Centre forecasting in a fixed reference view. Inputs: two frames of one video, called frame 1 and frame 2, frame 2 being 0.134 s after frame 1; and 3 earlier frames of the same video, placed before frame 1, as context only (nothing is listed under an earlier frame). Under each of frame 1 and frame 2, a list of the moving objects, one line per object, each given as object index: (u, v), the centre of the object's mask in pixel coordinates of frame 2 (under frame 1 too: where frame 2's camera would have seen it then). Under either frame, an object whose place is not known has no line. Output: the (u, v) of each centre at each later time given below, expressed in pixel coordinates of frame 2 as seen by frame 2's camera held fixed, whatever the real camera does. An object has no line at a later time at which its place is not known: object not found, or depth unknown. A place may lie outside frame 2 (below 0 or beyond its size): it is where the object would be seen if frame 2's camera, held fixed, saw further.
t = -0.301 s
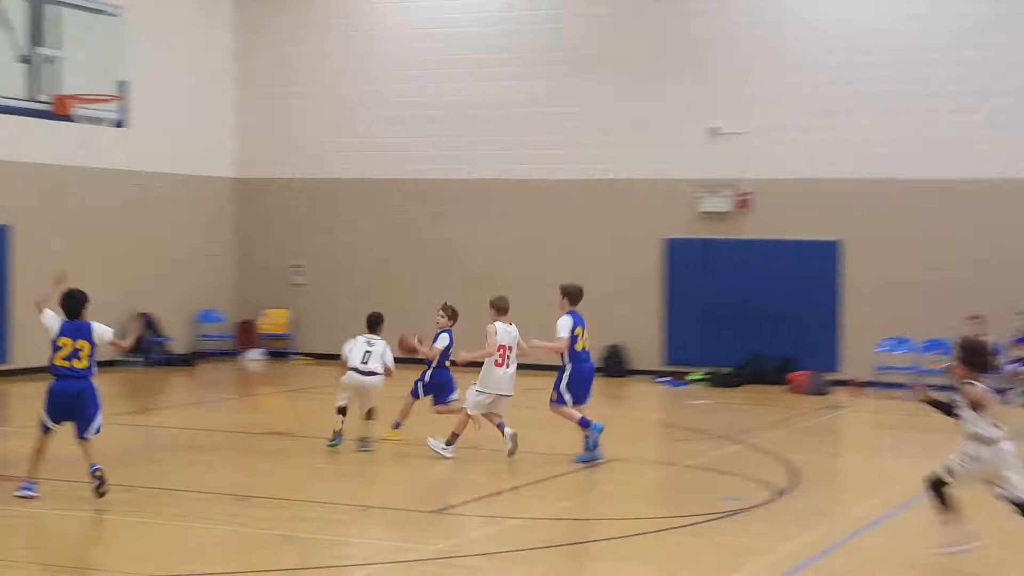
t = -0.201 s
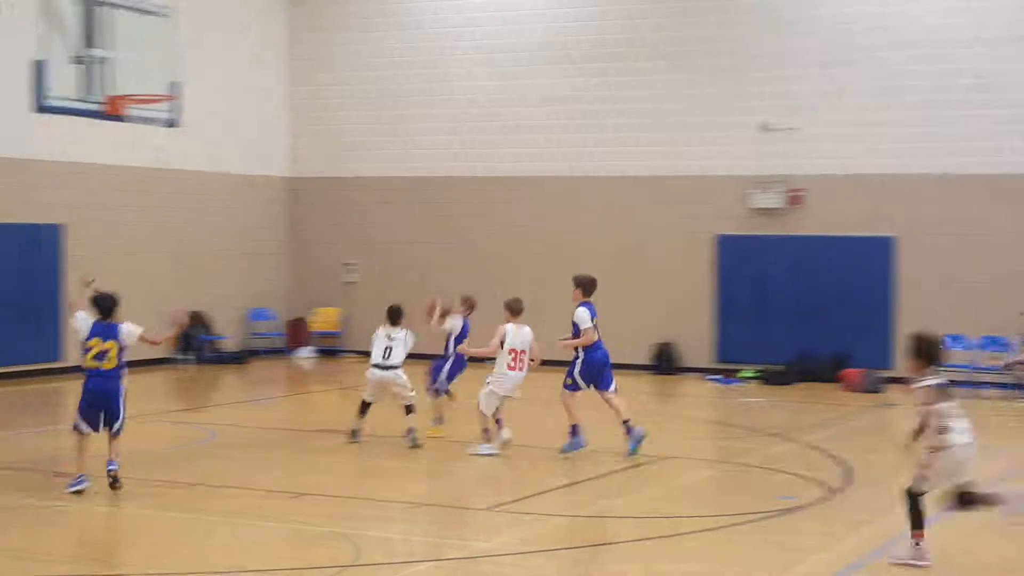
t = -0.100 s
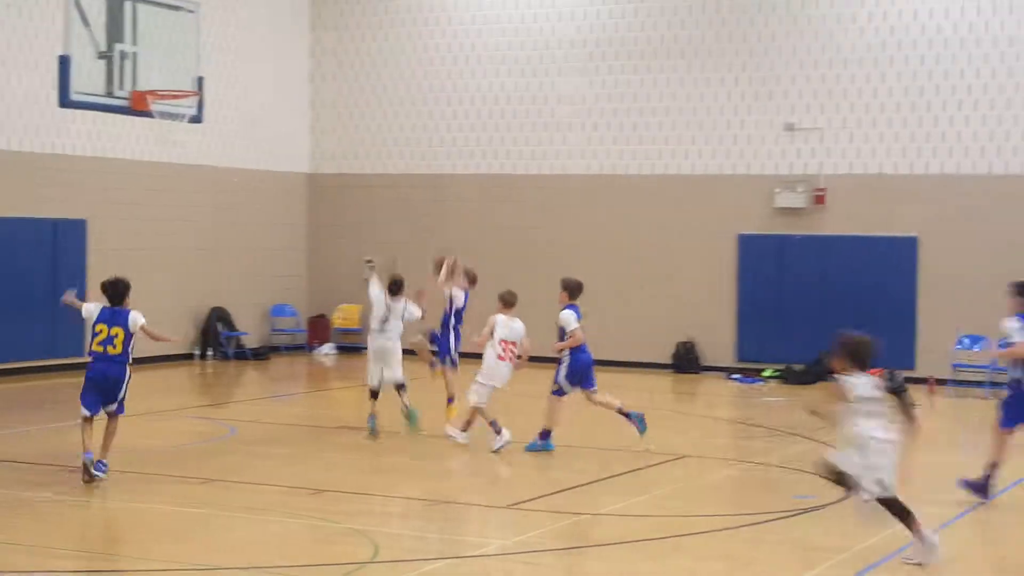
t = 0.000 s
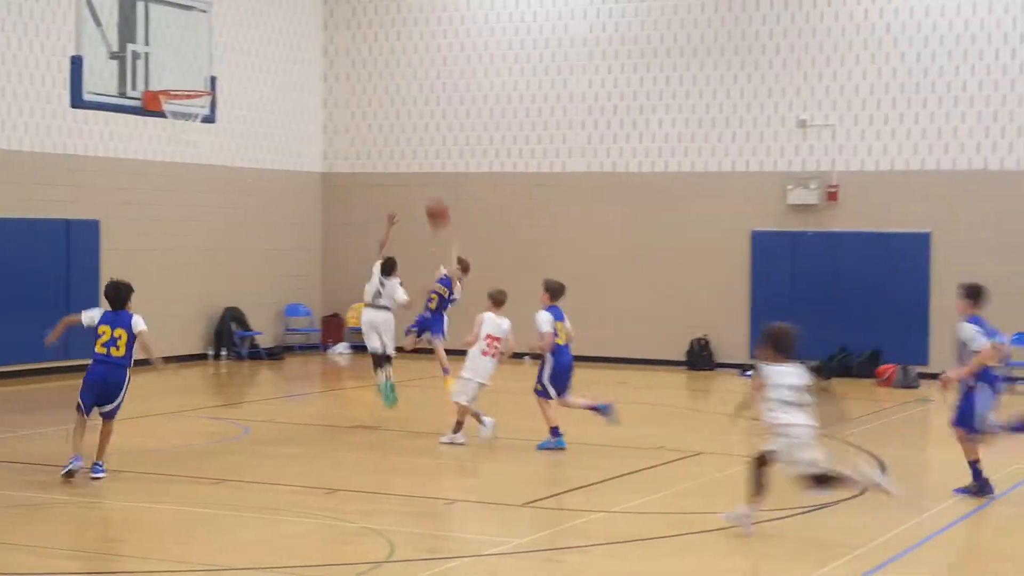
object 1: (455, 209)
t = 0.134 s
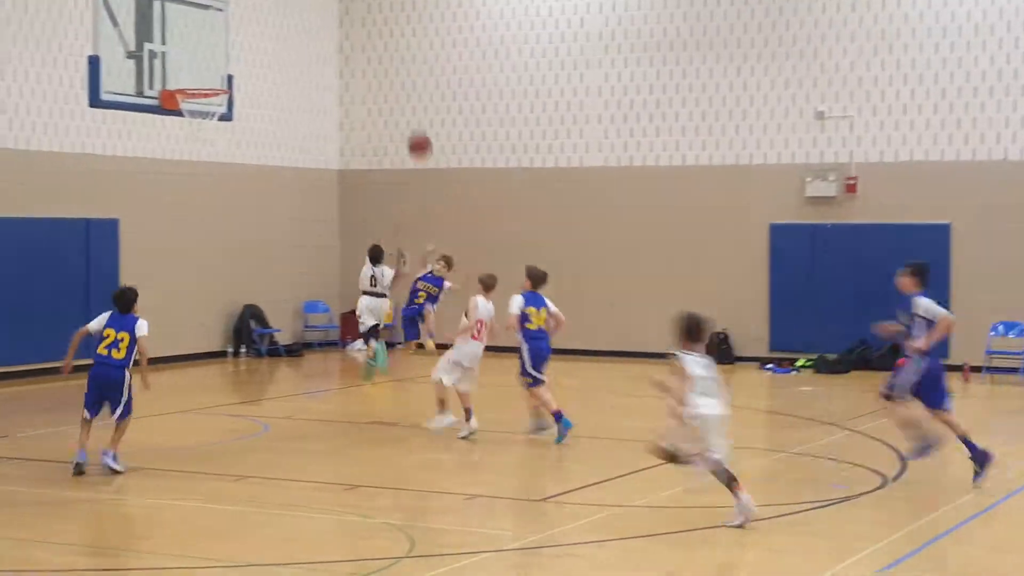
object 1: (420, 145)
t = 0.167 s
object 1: (411, 130)
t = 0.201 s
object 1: (402, 118)
